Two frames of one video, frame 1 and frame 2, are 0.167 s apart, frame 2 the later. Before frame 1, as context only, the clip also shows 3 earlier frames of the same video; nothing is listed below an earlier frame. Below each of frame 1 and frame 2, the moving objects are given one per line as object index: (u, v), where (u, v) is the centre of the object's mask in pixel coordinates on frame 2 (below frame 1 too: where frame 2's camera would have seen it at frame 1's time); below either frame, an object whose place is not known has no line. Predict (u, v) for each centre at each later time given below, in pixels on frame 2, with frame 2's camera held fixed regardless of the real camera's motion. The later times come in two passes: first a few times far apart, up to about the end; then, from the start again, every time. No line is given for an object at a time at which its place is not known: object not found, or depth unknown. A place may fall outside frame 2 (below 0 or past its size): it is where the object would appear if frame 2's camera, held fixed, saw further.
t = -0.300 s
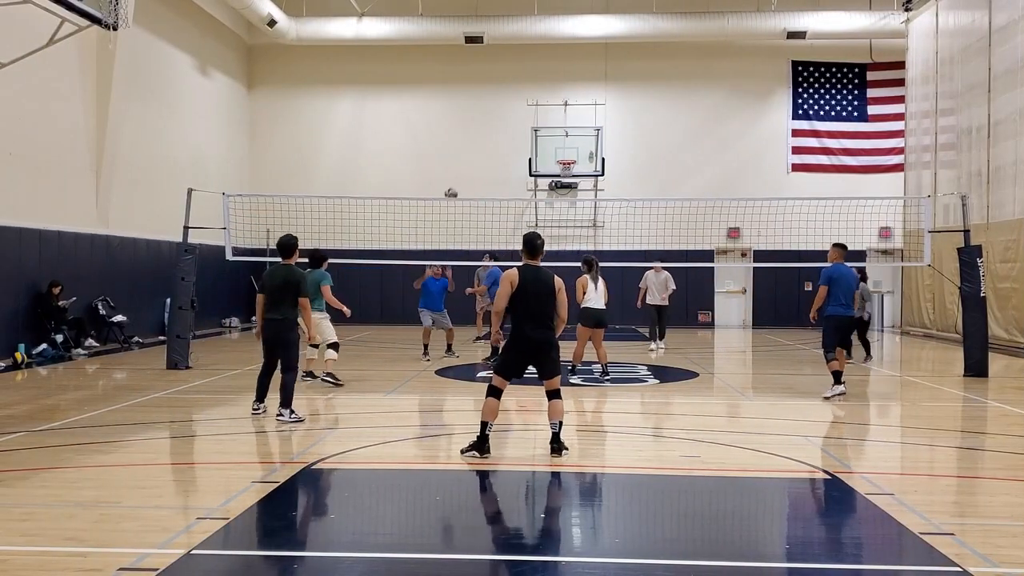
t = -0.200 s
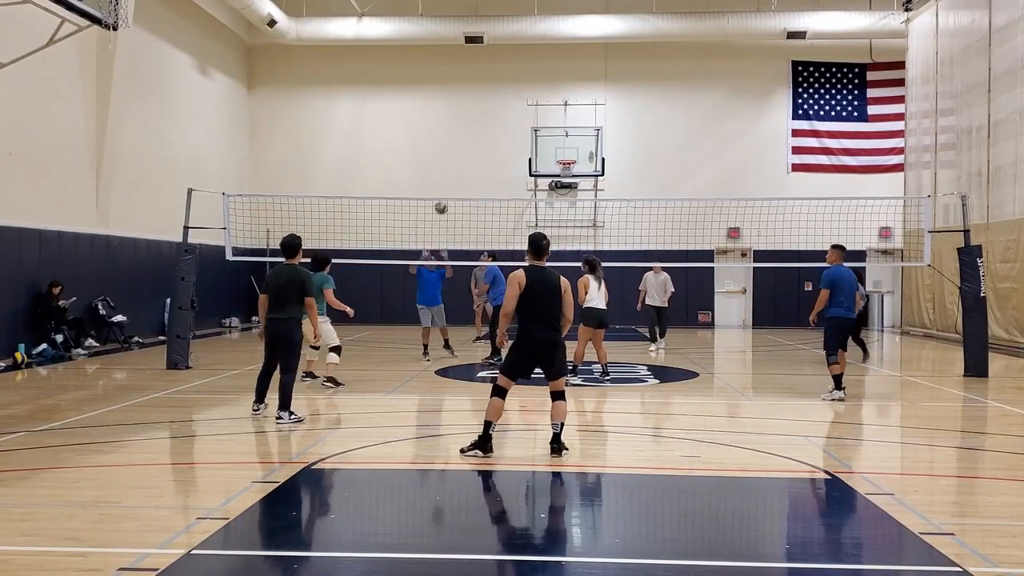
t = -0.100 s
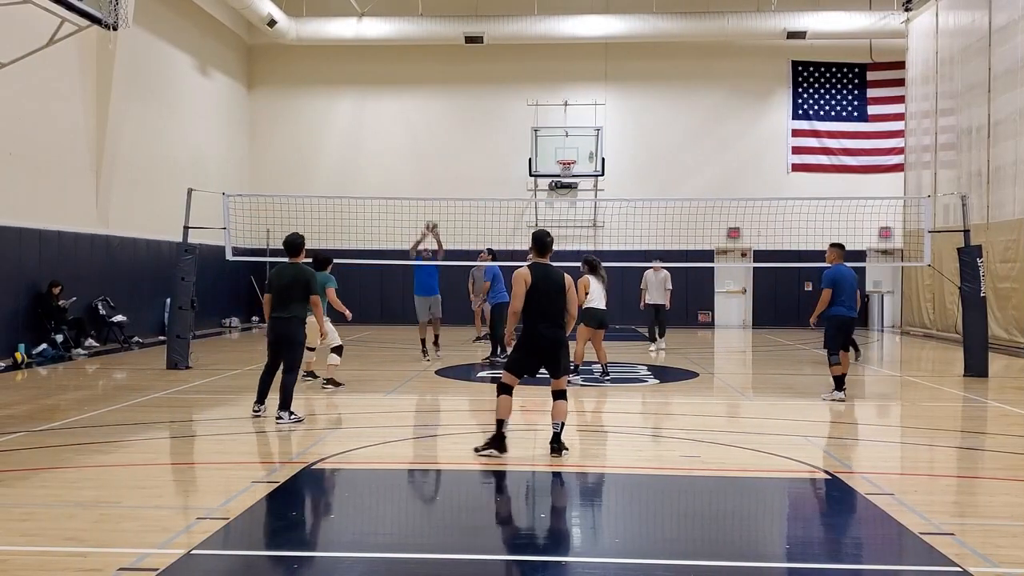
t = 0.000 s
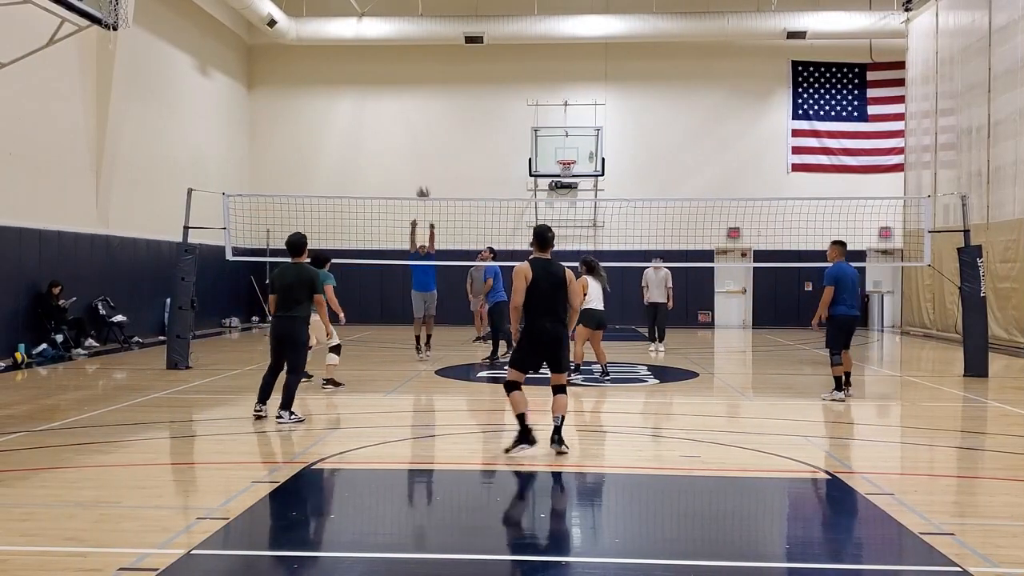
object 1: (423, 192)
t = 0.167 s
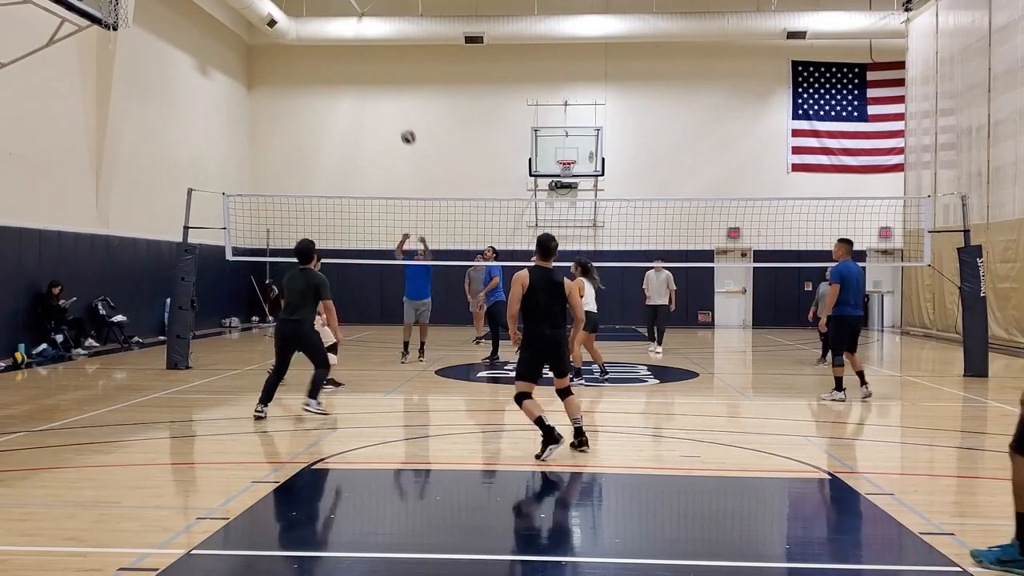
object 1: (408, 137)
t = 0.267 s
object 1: (397, 110)
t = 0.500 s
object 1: (369, 72)
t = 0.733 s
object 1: (332, 80)
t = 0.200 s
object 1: (405, 127)
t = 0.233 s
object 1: (401, 118)
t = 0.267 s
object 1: (397, 110)
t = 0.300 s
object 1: (393, 102)
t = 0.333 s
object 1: (390, 94)
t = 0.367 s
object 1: (386, 88)
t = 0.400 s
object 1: (381, 83)
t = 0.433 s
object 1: (377, 79)
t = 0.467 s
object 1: (373, 74)
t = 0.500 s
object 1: (369, 72)
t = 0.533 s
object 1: (364, 69)
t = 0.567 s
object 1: (359, 69)
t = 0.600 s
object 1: (355, 68)
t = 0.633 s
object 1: (349, 69)
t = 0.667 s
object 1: (344, 72)
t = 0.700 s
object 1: (338, 75)
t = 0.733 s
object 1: (332, 80)
